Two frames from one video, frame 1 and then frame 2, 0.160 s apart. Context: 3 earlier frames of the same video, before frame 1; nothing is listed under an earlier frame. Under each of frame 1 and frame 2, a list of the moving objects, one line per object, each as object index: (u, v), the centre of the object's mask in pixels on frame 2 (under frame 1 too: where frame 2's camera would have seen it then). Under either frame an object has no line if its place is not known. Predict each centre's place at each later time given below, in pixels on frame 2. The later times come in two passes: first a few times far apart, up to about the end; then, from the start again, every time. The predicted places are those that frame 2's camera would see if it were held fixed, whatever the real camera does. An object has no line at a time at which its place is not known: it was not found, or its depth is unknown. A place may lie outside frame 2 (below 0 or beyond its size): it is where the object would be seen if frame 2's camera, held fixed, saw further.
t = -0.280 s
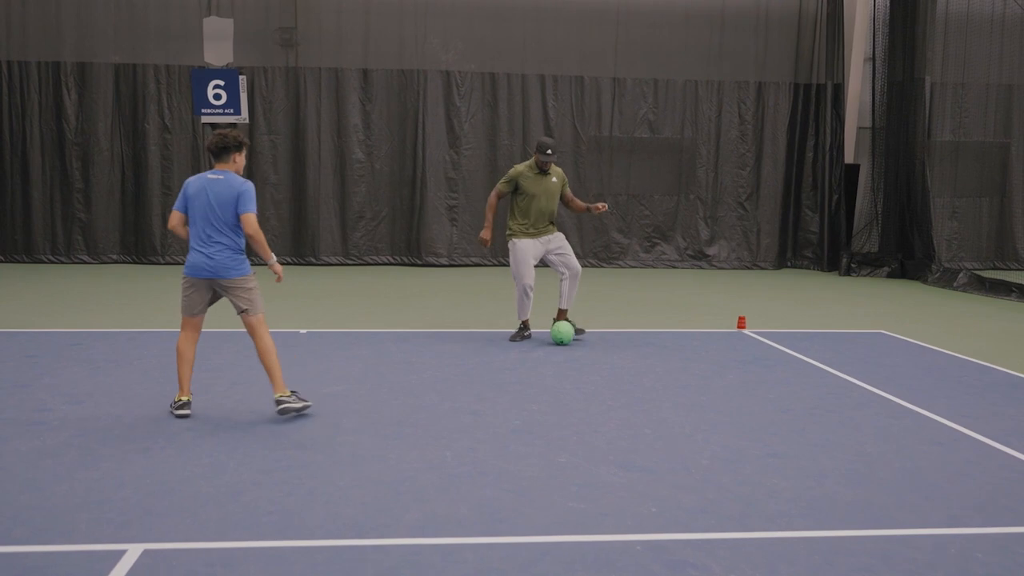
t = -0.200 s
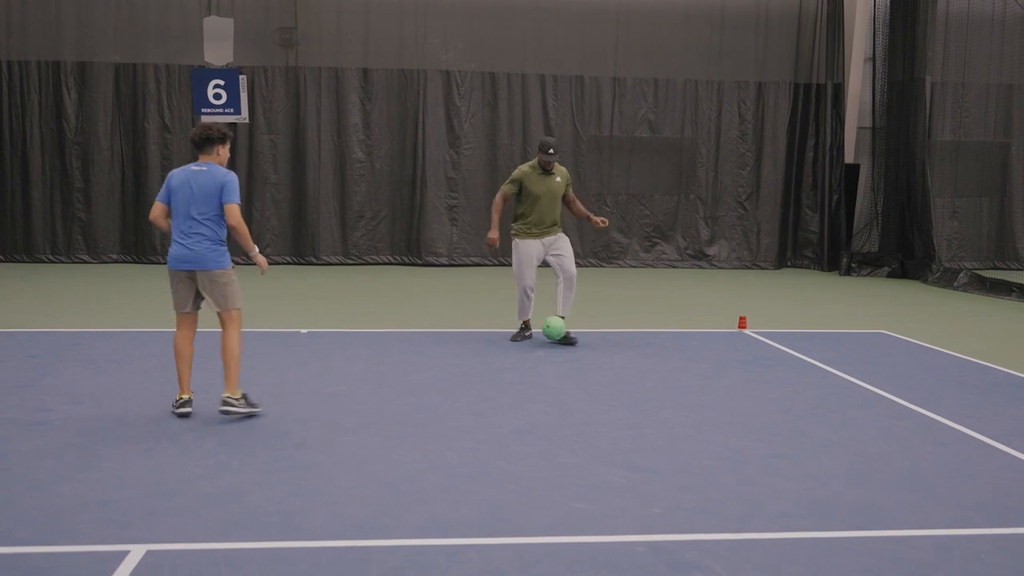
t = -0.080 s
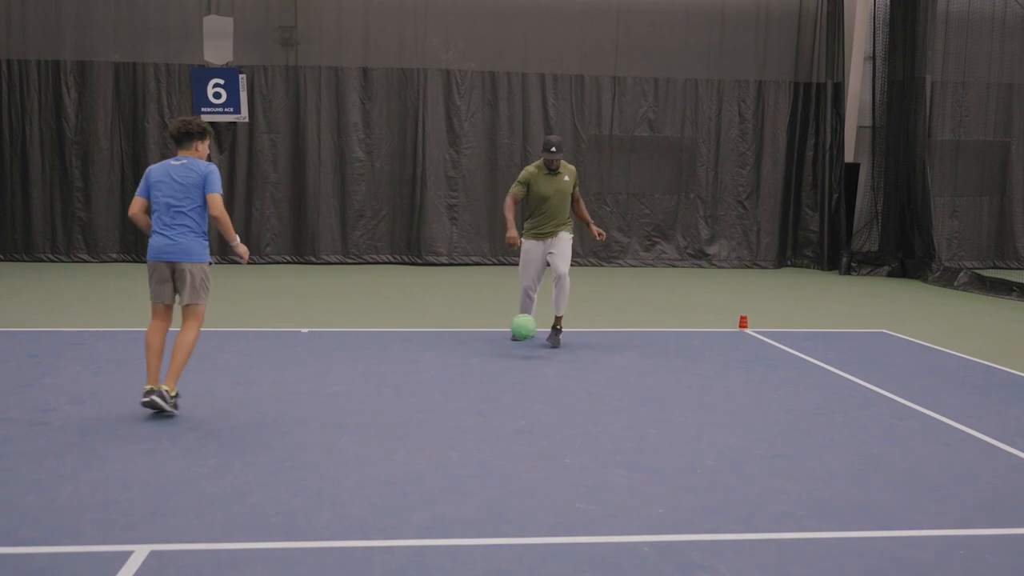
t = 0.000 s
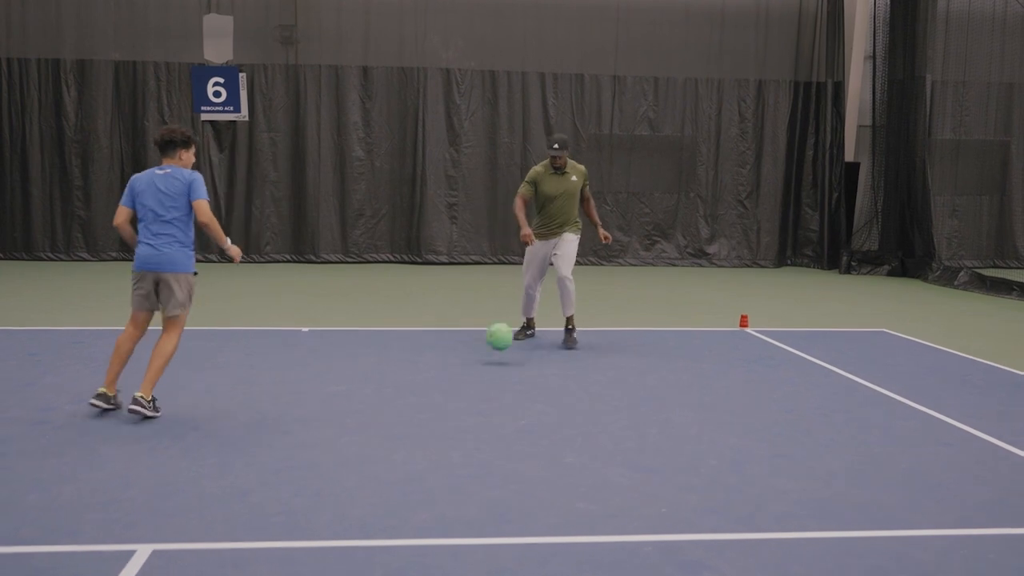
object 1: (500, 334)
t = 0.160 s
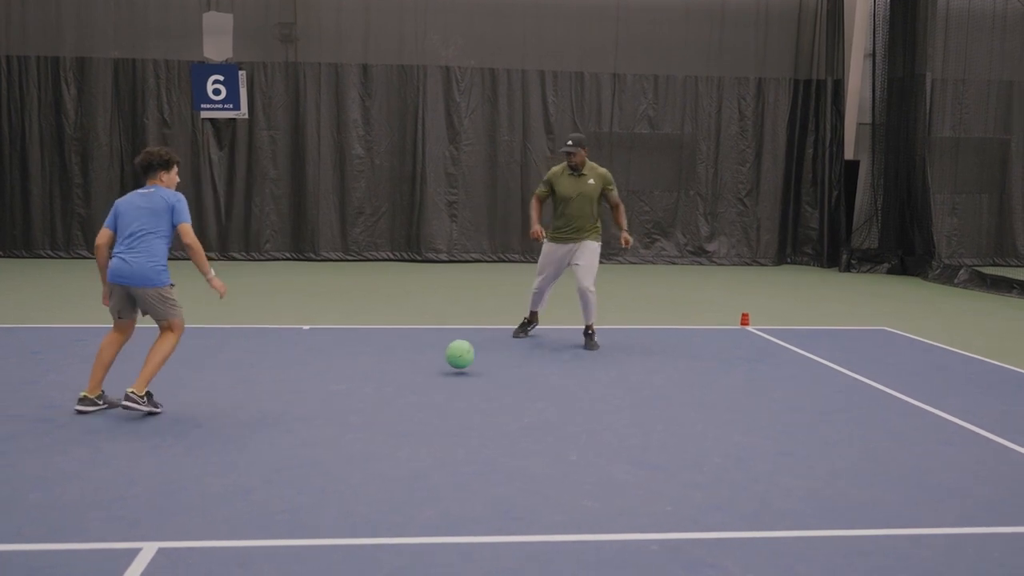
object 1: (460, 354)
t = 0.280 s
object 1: (437, 360)
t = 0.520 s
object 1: (387, 377)
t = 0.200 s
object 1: (450, 354)
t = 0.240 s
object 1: (444, 356)
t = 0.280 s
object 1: (437, 360)
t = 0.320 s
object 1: (428, 368)
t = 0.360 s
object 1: (421, 367)
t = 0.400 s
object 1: (411, 367)
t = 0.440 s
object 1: (405, 370)
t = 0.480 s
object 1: (398, 374)
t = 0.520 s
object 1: (387, 377)
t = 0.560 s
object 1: (380, 378)
